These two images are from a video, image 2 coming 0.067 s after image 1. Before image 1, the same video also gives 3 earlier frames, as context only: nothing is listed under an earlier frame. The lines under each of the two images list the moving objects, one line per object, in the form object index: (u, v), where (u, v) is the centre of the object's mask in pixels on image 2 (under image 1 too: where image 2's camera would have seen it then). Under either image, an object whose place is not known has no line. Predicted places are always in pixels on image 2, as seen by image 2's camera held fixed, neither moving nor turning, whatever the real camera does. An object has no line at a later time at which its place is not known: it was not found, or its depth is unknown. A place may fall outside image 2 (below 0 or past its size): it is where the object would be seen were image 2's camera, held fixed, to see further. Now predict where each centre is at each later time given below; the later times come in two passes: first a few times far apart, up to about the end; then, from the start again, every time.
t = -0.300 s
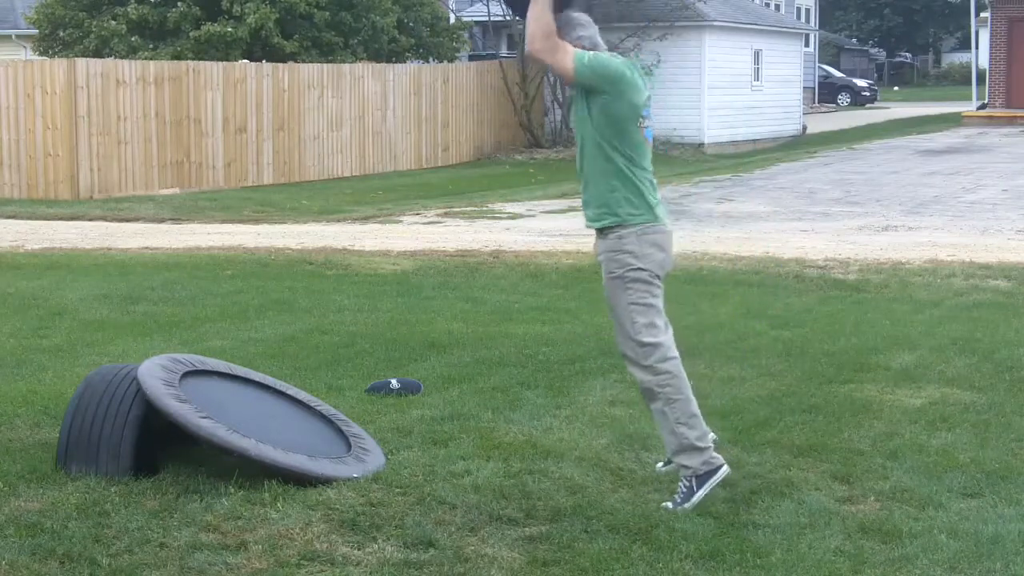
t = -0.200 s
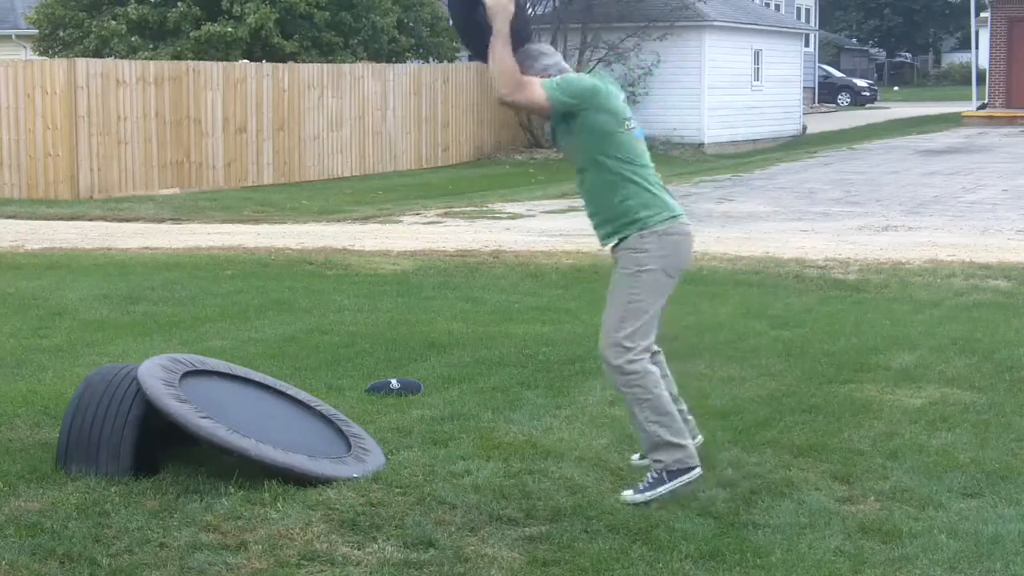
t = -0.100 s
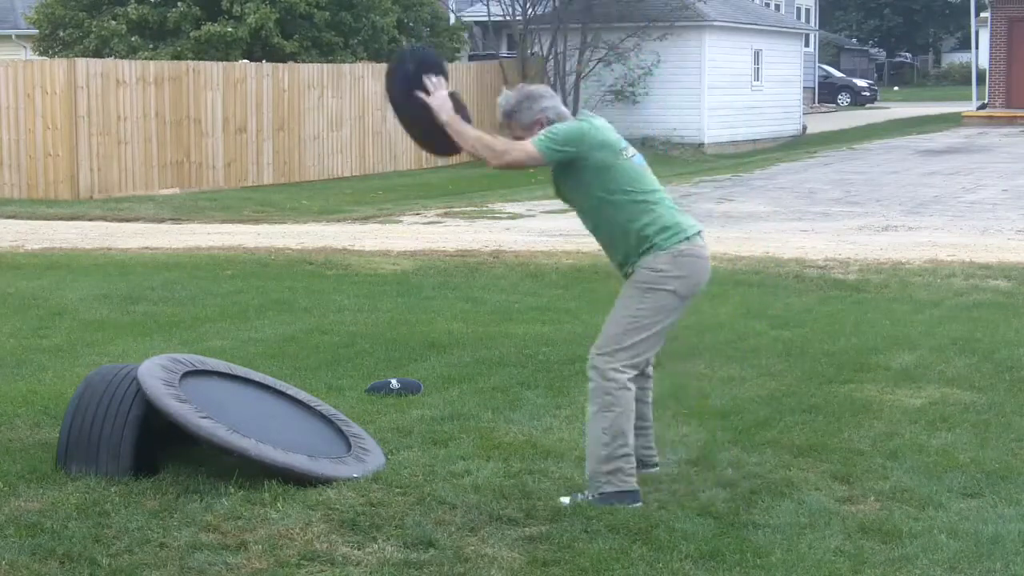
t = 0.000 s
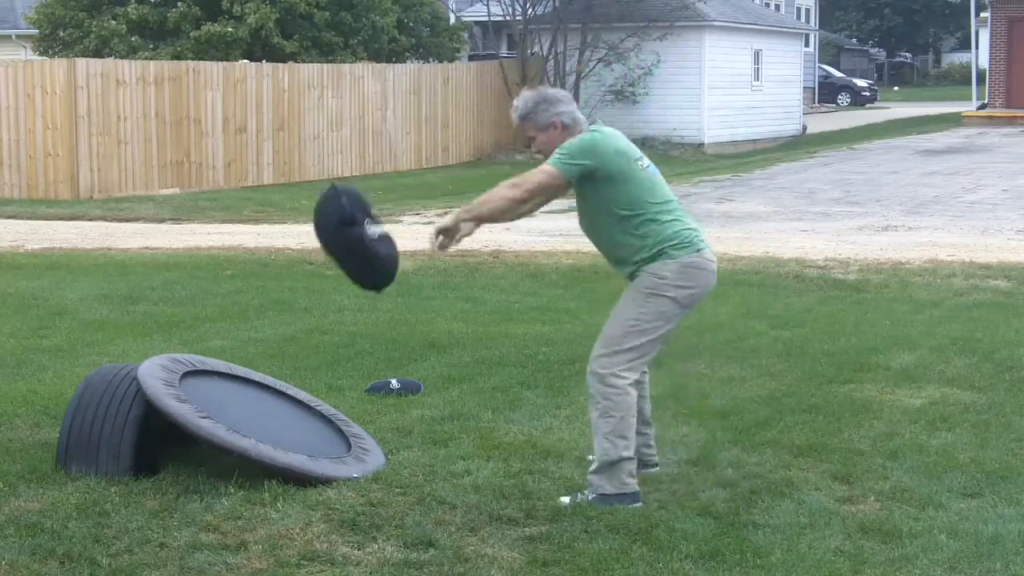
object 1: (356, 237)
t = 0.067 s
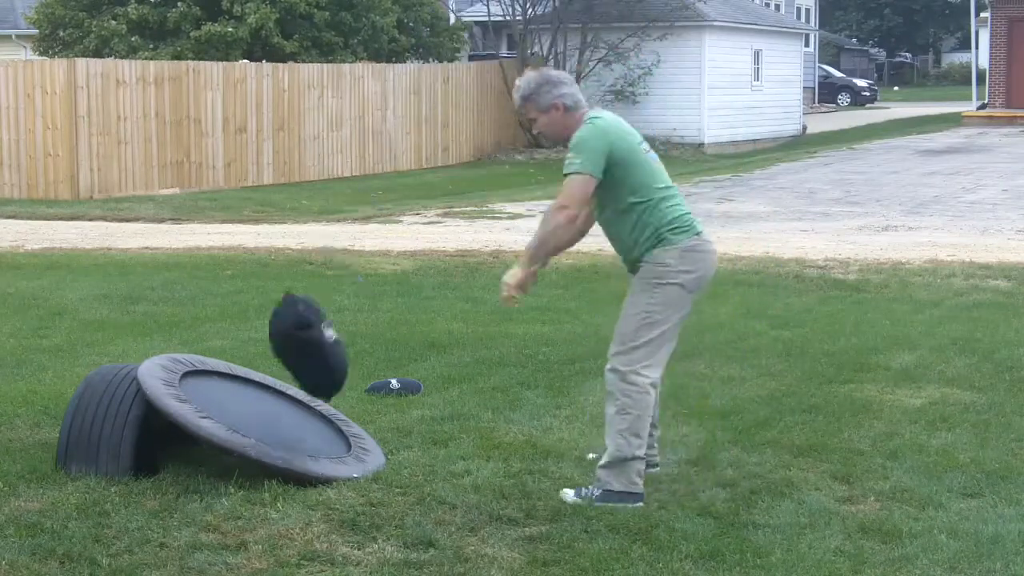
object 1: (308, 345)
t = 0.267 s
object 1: (296, 352)
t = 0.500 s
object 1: (390, 206)
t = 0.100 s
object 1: (283, 404)
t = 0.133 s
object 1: (263, 430)
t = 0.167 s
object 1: (259, 439)
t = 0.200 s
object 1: (269, 414)
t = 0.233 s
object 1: (284, 382)
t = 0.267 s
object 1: (296, 352)
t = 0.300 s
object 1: (309, 324)
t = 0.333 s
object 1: (322, 299)
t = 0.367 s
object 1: (335, 275)
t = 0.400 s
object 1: (348, 254)
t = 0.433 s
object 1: (362, 236)
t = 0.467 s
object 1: (376, 220)
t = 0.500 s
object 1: (390, 206)
